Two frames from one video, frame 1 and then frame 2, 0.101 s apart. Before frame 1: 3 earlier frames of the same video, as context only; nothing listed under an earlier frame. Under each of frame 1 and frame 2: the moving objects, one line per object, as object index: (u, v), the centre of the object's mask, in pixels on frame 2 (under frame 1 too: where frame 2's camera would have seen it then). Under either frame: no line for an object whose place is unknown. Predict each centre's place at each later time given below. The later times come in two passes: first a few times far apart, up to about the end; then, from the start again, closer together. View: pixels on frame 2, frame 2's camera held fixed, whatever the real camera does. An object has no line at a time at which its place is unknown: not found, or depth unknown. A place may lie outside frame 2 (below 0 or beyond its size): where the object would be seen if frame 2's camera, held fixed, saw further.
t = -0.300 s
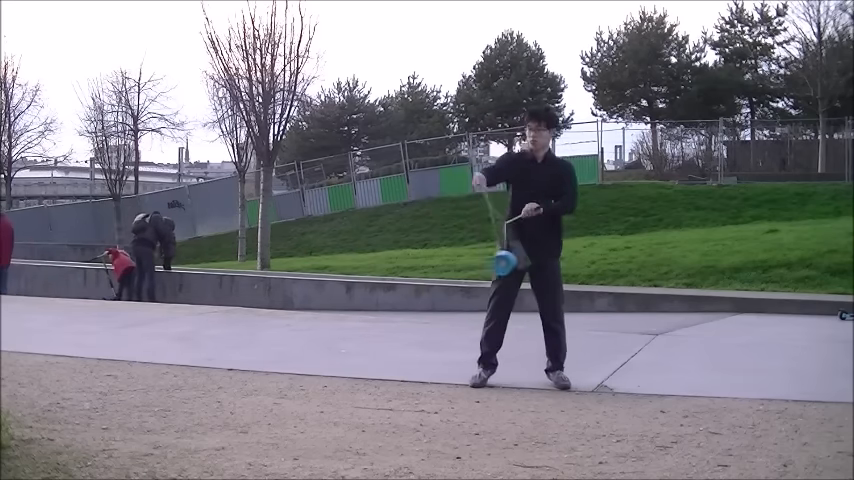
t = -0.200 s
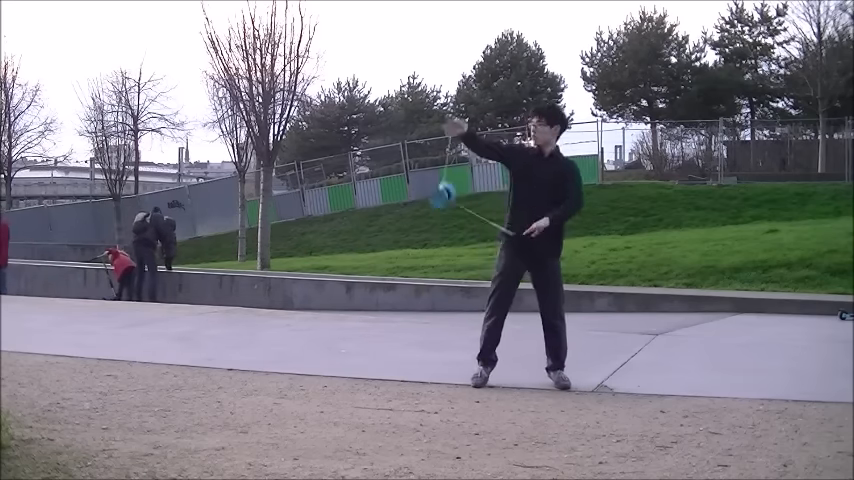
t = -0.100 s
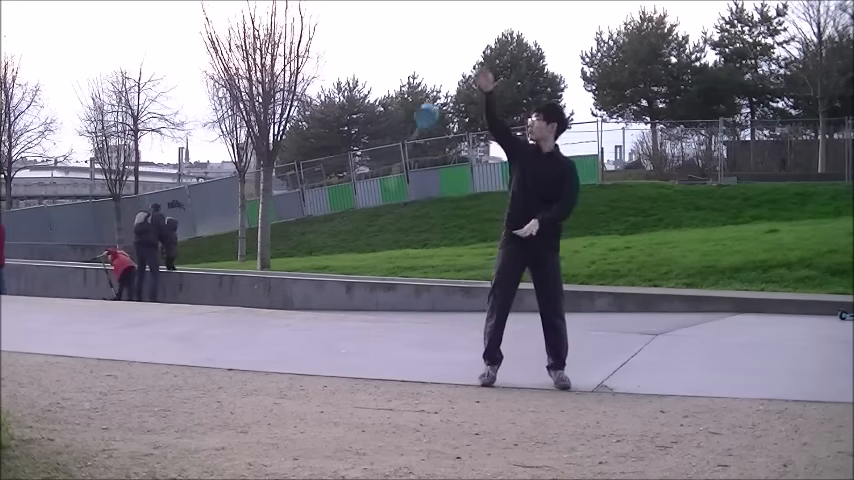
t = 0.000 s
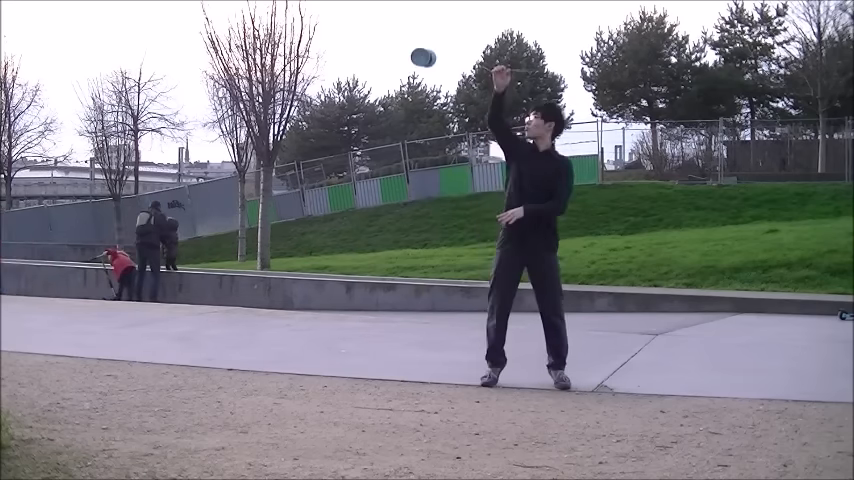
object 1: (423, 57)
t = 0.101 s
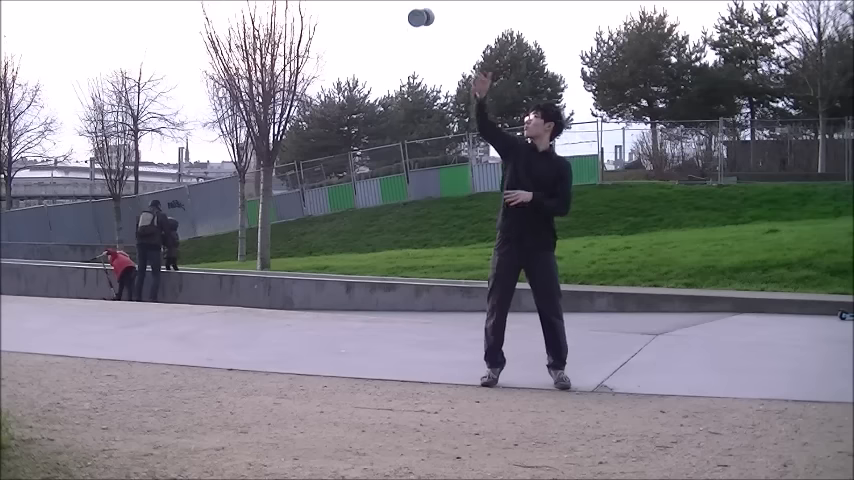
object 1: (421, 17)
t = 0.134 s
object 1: (420, 8)
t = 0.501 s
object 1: (412, 12)
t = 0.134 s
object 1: (420, 8)
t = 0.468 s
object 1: (413, 6)
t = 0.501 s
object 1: (412, 12)
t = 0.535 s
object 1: (412, 23)
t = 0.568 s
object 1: (411, 35)
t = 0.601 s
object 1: (411, 49)
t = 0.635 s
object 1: (410, 65)
